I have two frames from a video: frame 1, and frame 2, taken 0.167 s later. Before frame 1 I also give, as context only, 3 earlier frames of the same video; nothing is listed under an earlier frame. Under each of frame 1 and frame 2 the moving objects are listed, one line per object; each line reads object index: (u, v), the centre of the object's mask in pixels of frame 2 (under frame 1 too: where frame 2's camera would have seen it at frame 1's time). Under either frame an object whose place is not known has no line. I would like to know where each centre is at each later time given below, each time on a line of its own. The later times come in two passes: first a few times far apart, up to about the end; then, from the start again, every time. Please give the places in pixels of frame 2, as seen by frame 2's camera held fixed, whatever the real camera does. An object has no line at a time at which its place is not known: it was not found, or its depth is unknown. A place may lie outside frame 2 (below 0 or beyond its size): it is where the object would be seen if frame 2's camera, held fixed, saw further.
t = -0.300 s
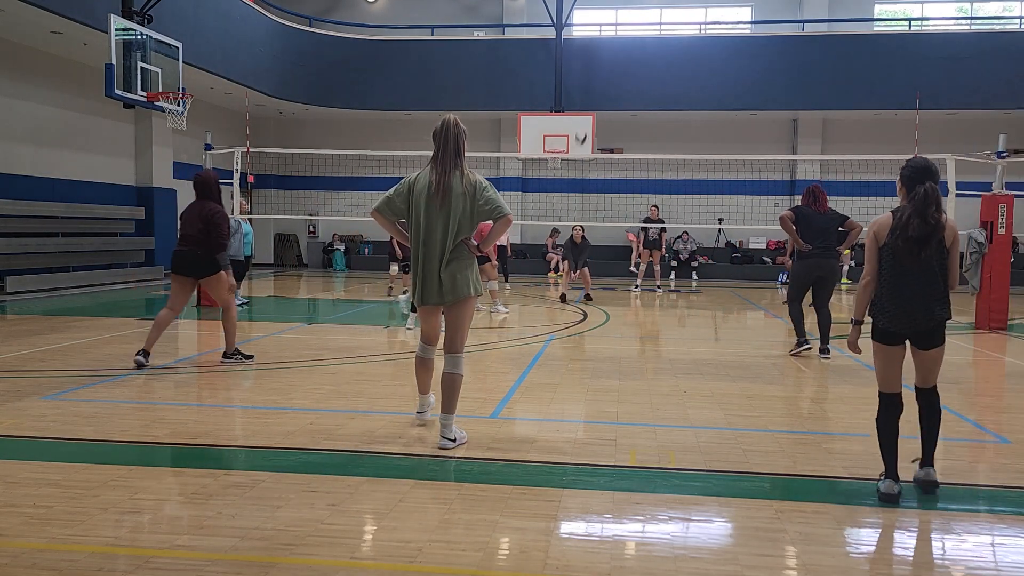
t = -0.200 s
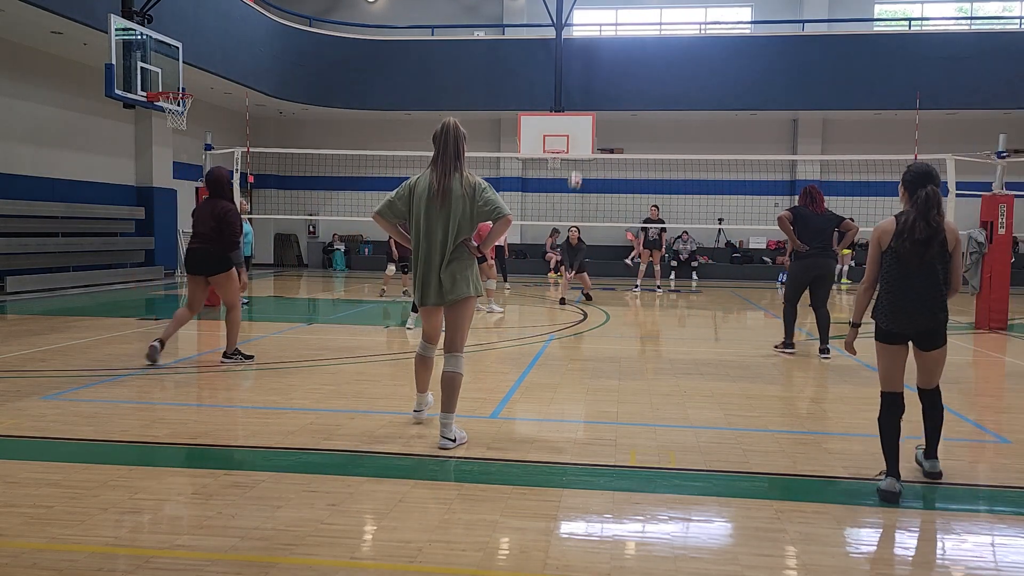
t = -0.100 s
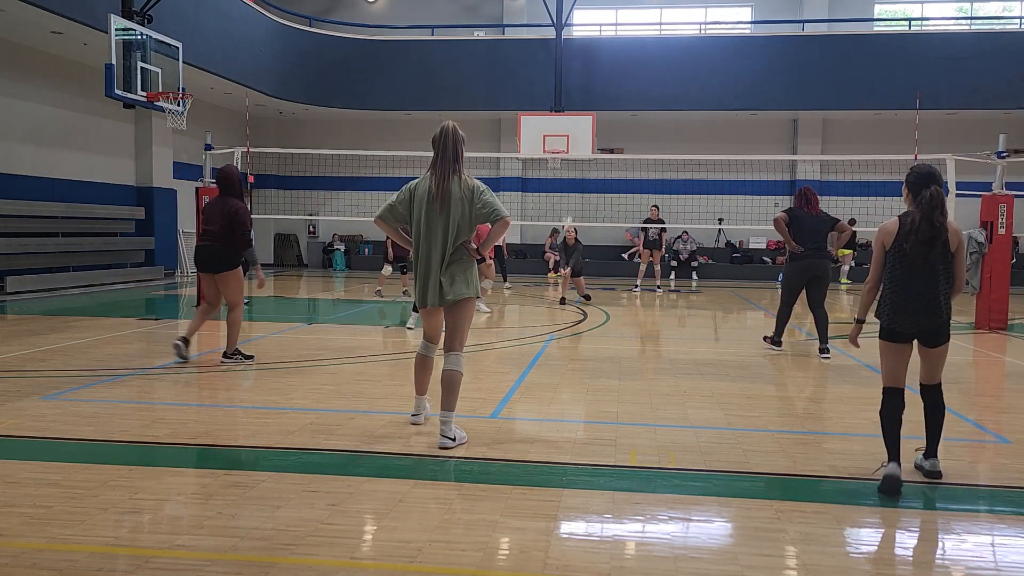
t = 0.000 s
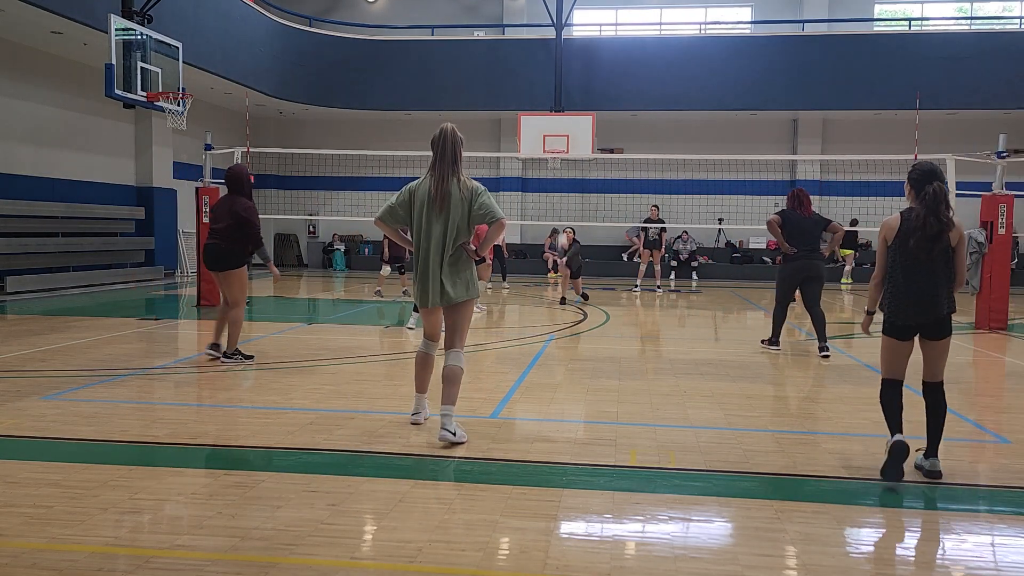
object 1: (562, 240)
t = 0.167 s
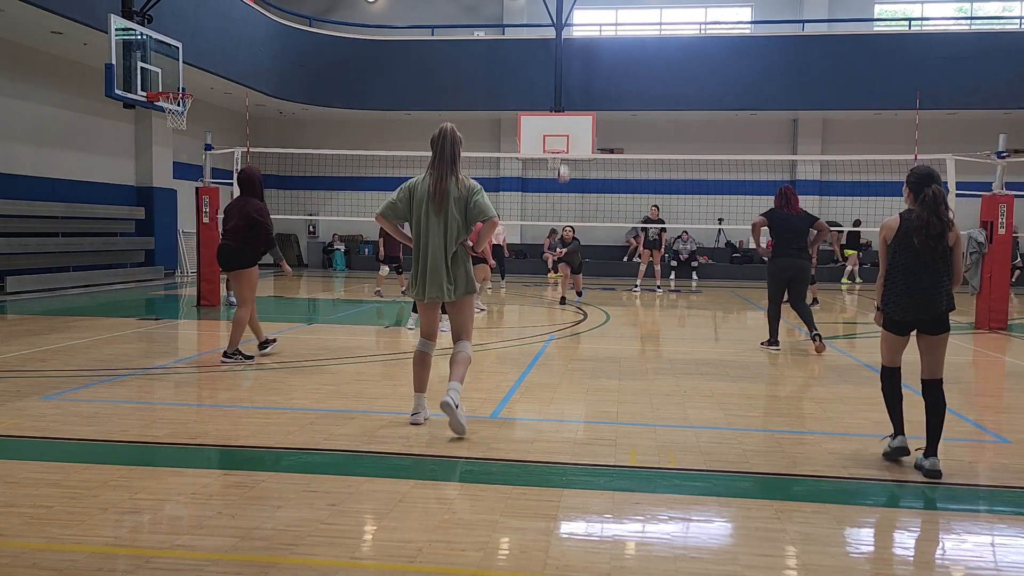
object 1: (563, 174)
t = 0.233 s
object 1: (563, 149)
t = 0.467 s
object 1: (566, 86)
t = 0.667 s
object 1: (567, 59)
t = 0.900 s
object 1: (568, 64)
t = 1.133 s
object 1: (568, 118)
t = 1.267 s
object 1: (568, 176)
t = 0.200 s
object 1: (563, 163)
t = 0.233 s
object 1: (563, 149)
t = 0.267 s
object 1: (564, 141)
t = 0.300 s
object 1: (564, 129)
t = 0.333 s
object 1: (565, 119)
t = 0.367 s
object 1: (565, 109)
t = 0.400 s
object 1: (565, 101)
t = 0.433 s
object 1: (566, 94)
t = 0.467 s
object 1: (566, 86)
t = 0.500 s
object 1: (566, 80)
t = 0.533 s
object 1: (566, 74)
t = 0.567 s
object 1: (566, 69)
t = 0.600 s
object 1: (567, 65)
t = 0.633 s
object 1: (567, 61)
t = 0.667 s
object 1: (567, 59)
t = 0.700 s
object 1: (567, 57)
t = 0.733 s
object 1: (567, 56)
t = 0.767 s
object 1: (567, 56)
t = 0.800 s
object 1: (567, 57)
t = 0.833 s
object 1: (567, 58)
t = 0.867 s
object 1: (568, 60)
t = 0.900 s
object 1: (568, 64)
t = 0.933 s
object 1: (568, 69)
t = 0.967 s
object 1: (568, 74)
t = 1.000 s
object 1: (568, 81)
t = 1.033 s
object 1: (568, 89)
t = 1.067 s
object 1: (568, 98)
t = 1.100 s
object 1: (568, 106)
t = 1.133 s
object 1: (568, 118)
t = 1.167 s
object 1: (568, 132)
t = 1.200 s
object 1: (569, 145)
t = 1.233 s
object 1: (569, 160)
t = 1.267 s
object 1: (568, 176)
